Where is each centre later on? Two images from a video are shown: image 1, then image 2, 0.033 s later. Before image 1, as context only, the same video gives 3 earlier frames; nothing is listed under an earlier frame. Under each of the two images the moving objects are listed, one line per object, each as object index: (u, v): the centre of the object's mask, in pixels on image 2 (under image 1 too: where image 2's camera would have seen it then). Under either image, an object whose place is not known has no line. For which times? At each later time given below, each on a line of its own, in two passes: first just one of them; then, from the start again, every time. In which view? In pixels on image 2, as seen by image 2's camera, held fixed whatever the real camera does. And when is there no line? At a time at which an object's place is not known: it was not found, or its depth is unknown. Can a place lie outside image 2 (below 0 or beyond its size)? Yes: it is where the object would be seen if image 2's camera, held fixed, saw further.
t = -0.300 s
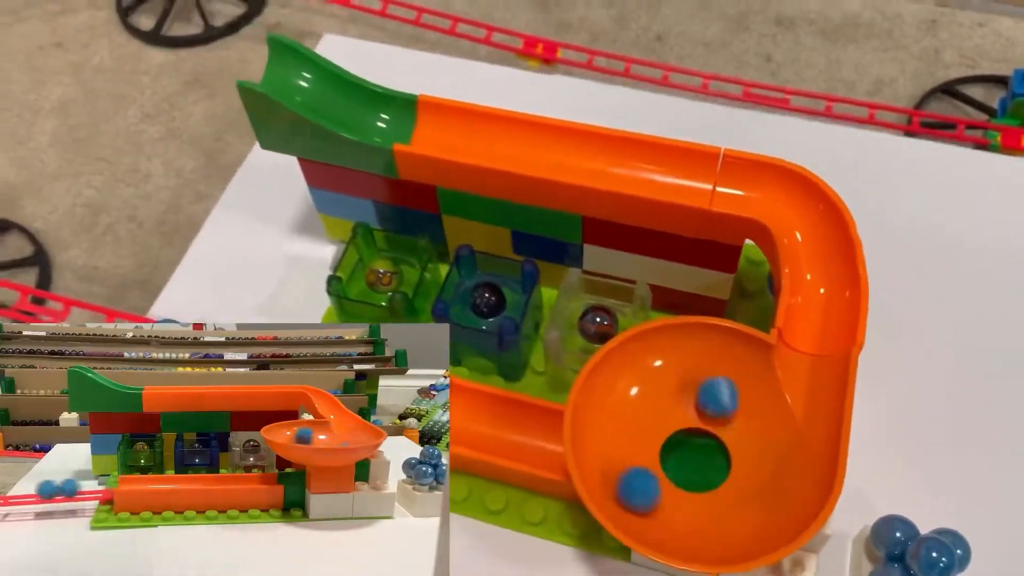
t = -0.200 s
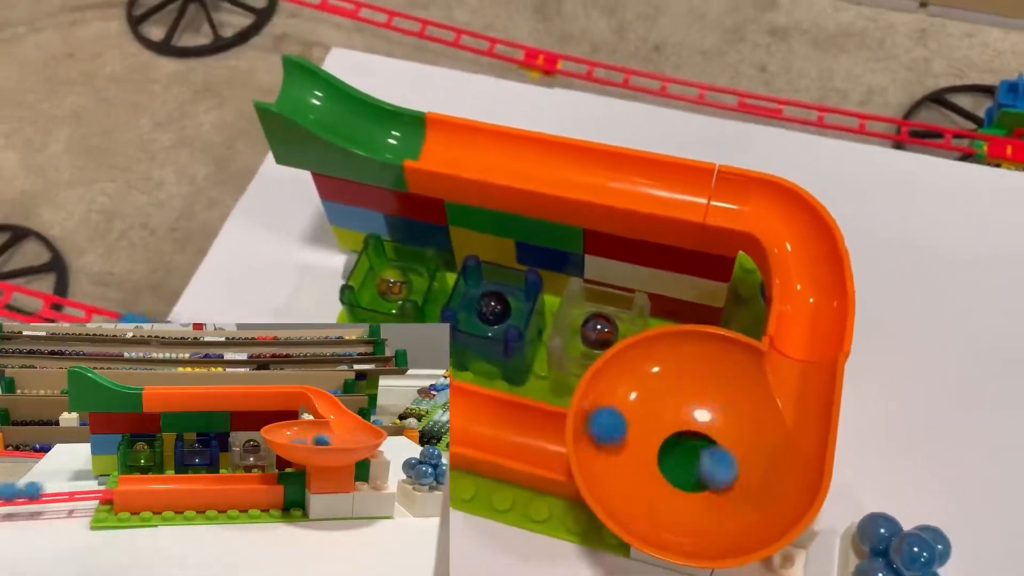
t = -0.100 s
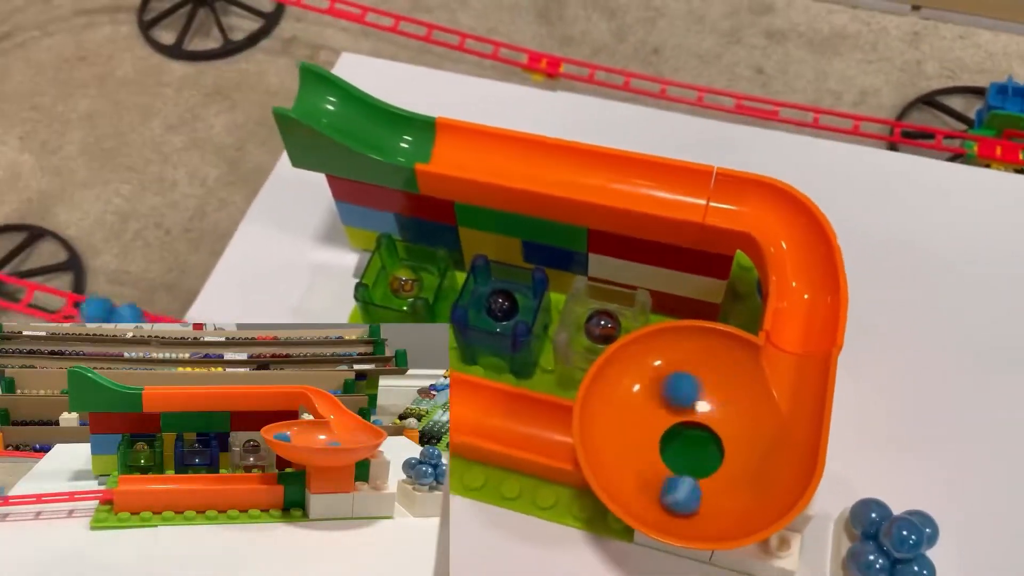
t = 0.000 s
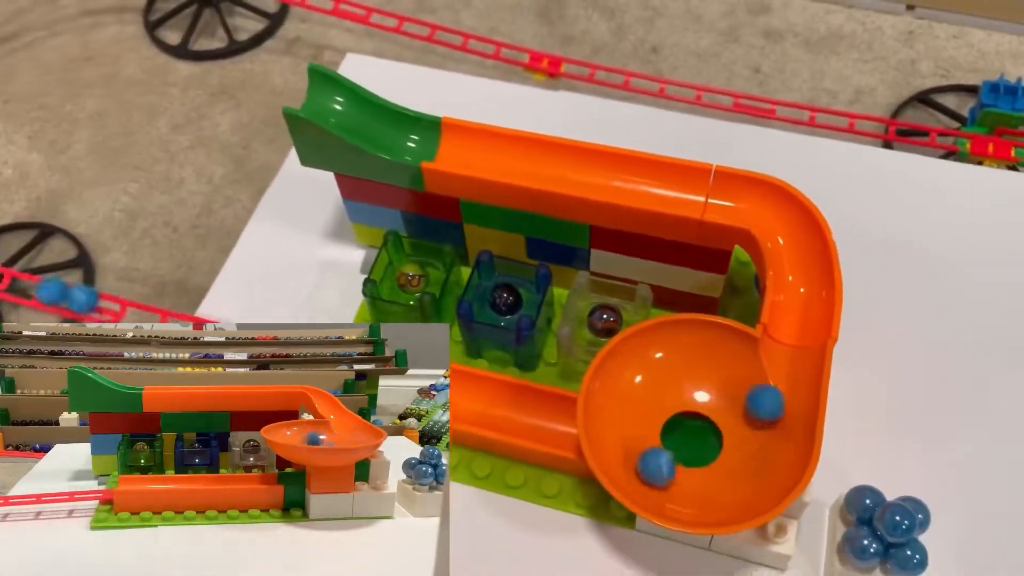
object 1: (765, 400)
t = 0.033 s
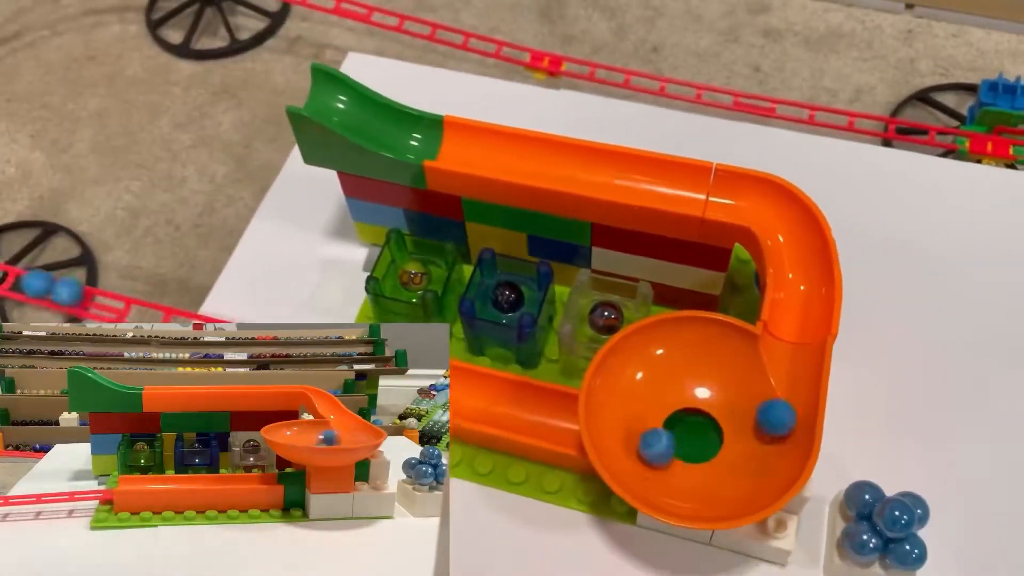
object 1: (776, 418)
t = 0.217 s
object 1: (653, 460)
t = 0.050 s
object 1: (776, 428)
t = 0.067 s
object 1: (773, 438)
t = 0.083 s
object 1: (766, 447)
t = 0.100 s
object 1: (757, 457)
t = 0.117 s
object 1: (745, 463)
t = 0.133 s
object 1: (731, 468)
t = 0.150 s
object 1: (716, 471)
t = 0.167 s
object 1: (699, 472)
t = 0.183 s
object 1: (683, 469)
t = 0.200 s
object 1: (667, 466)
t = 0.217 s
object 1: (653, 460)
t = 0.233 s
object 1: (640, 453)
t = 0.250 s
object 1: (629, 444)
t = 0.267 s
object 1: (622, 434)
